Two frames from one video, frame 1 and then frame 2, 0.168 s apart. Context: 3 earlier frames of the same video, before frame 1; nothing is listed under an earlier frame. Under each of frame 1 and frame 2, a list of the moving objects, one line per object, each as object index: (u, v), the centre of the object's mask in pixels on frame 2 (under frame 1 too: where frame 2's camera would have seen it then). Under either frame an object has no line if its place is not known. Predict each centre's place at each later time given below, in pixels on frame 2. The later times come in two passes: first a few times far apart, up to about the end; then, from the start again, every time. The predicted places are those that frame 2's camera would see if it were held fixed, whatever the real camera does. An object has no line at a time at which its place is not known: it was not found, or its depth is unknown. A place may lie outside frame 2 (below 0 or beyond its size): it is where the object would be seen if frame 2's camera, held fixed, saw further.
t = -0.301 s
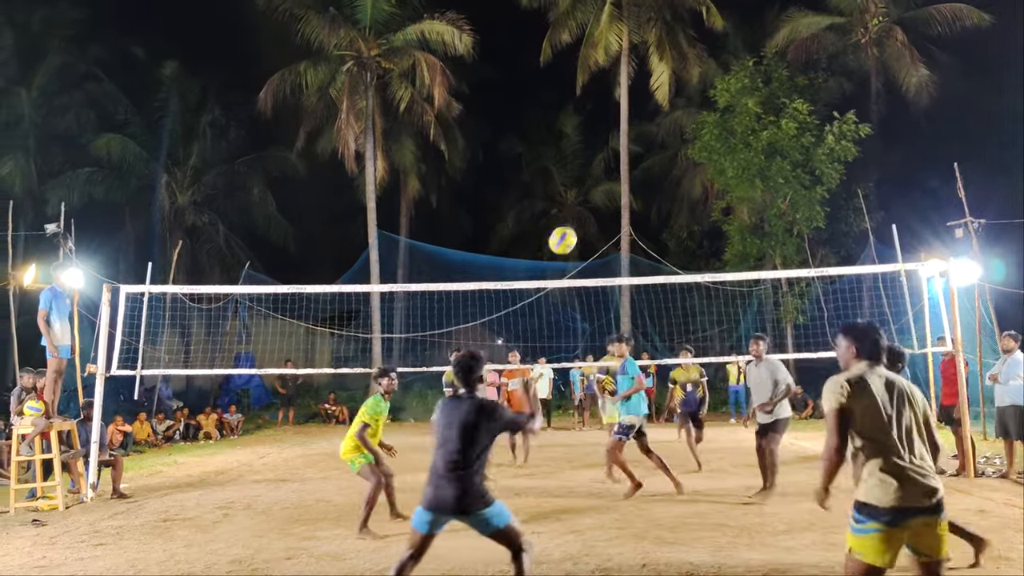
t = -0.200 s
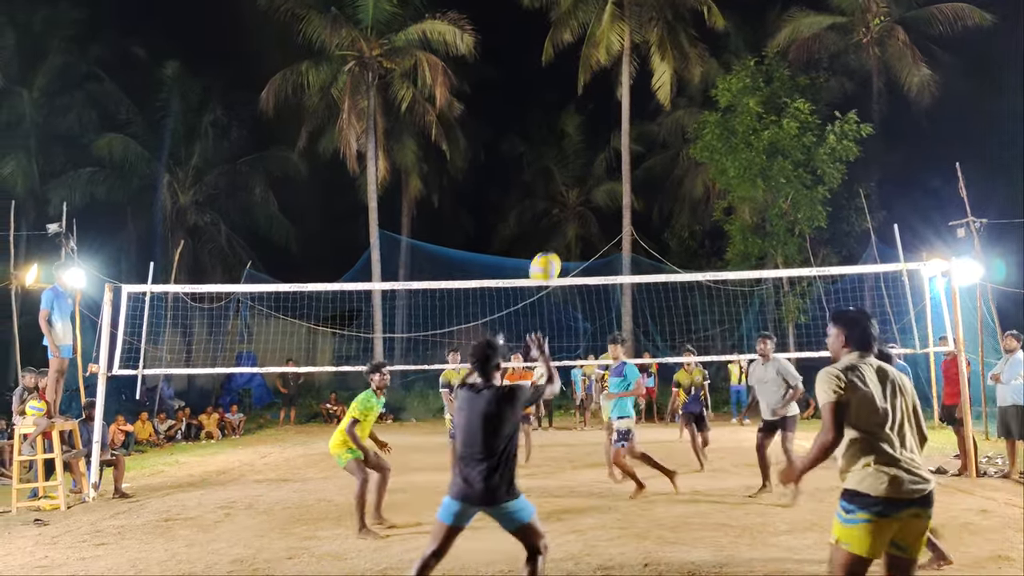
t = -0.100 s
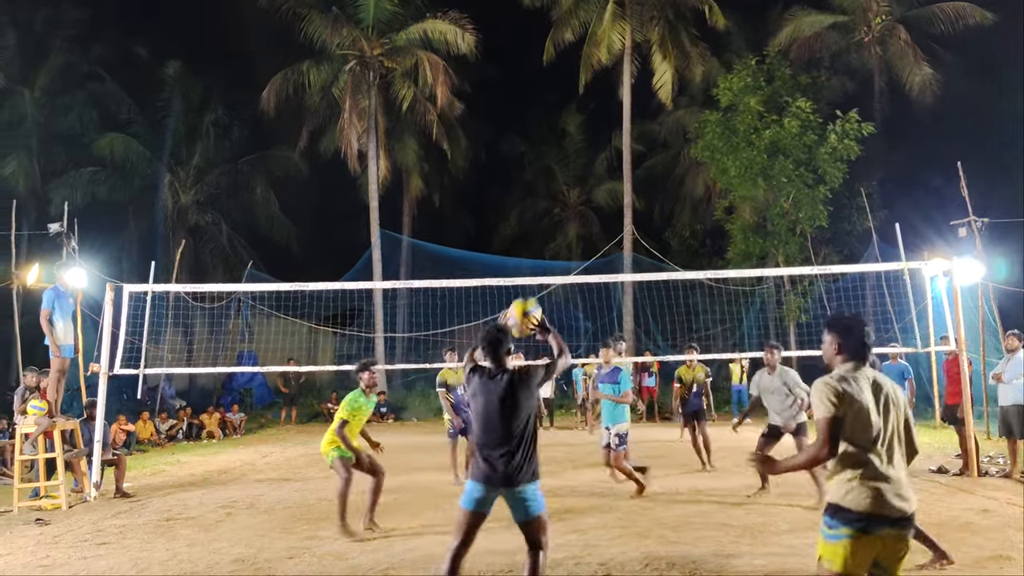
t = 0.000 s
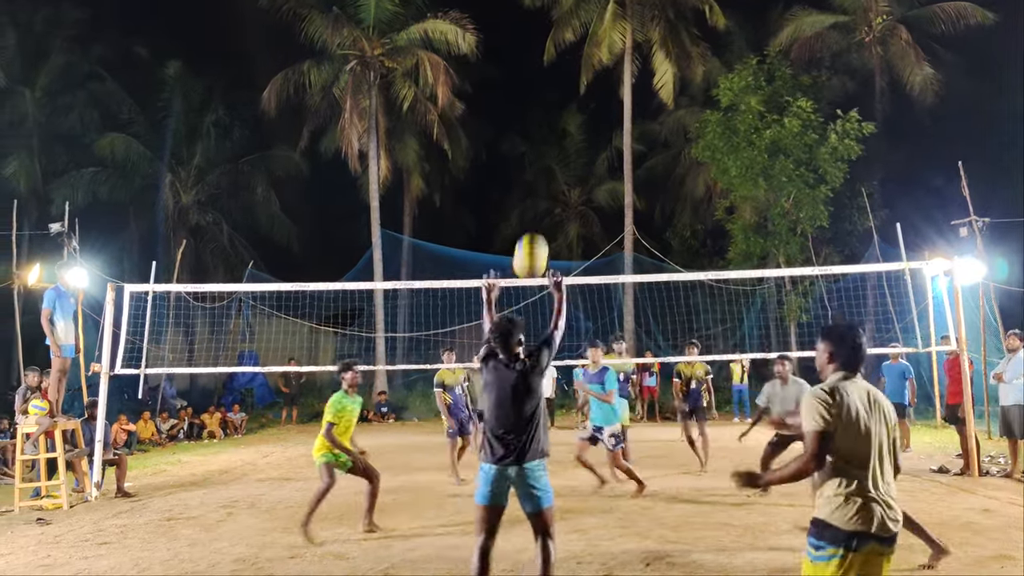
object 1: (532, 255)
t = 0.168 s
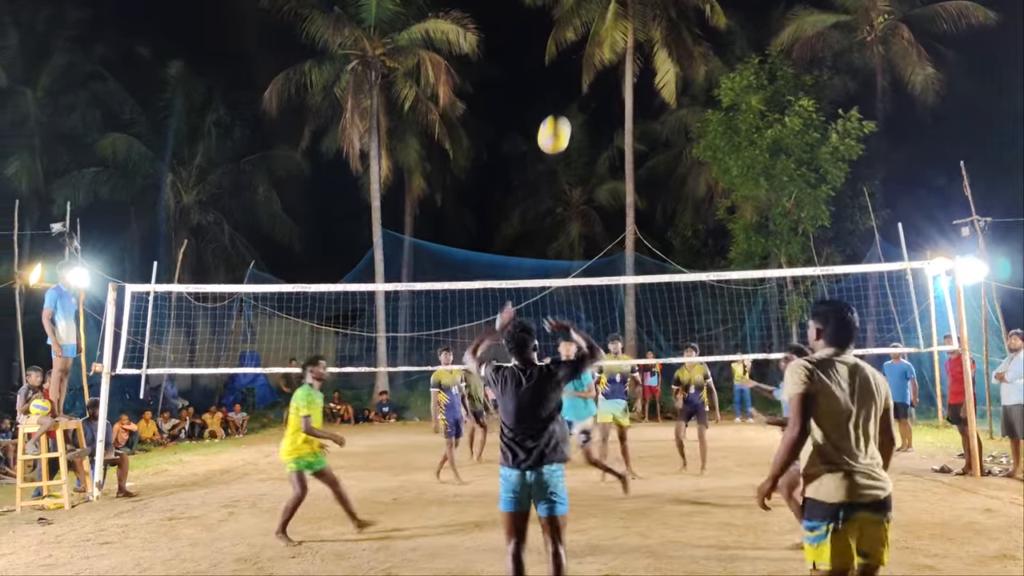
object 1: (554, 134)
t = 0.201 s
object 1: (558, 117)
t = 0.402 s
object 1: (582, 49)
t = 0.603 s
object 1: (604, 36)
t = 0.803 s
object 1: (626, 70)
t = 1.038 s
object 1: (651, 158)
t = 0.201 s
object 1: (558, 117)
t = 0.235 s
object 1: (562, 101)
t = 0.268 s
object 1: (566, 87)
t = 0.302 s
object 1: (570, 75)
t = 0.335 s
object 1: (574, 65)
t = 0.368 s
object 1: (578, 56)
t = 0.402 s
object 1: (582, 49)
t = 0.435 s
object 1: (585, 43)
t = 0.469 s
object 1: (589, 39)
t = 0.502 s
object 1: (593, 36)
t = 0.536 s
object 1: (597, 34)
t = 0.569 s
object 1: (600, 34)
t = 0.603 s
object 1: (604, 36)
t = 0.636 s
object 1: (608, 39)
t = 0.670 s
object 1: (612, 43)
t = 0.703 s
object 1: (615, 48)
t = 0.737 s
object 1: (619, 54)
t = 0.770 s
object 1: (623, 61)
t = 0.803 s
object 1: (626, 70)
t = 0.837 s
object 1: (630, 79)
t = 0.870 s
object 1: (633, 90)
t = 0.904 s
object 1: (637, 102)
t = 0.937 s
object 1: (640, 114)
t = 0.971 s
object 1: (644, 128)
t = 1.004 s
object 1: (647, 142)
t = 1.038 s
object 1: (651, 158)
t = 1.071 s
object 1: (654, 175)
